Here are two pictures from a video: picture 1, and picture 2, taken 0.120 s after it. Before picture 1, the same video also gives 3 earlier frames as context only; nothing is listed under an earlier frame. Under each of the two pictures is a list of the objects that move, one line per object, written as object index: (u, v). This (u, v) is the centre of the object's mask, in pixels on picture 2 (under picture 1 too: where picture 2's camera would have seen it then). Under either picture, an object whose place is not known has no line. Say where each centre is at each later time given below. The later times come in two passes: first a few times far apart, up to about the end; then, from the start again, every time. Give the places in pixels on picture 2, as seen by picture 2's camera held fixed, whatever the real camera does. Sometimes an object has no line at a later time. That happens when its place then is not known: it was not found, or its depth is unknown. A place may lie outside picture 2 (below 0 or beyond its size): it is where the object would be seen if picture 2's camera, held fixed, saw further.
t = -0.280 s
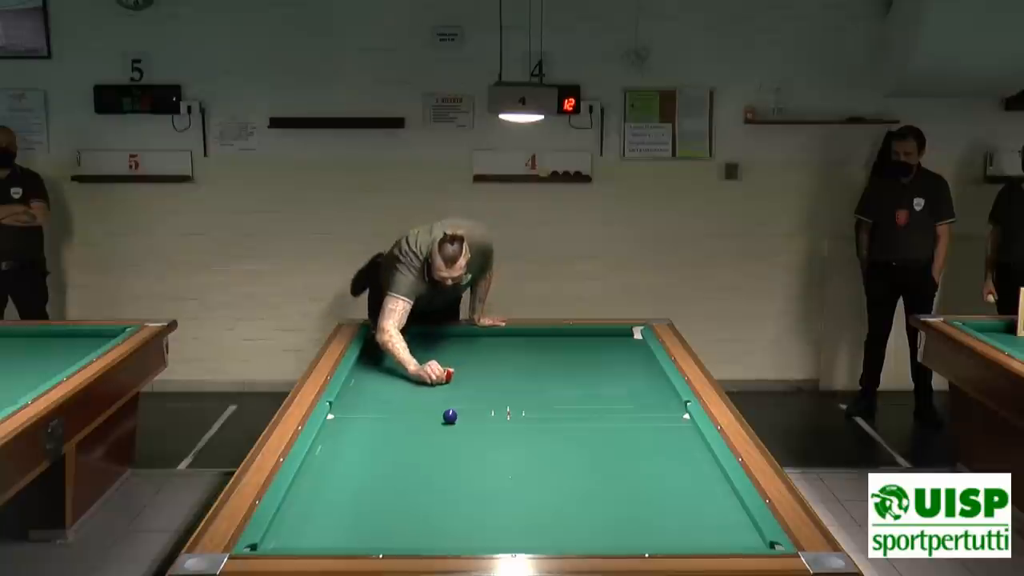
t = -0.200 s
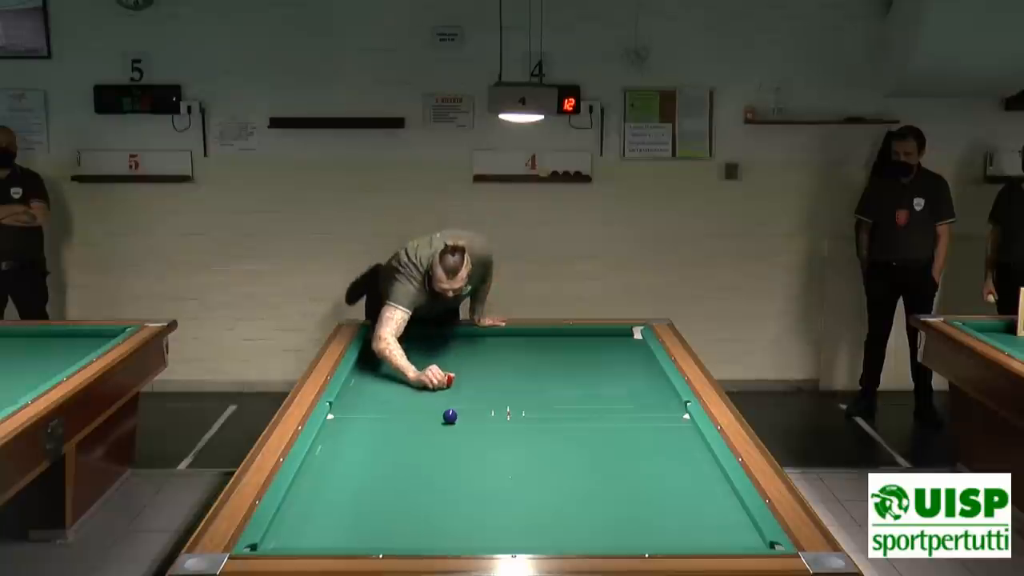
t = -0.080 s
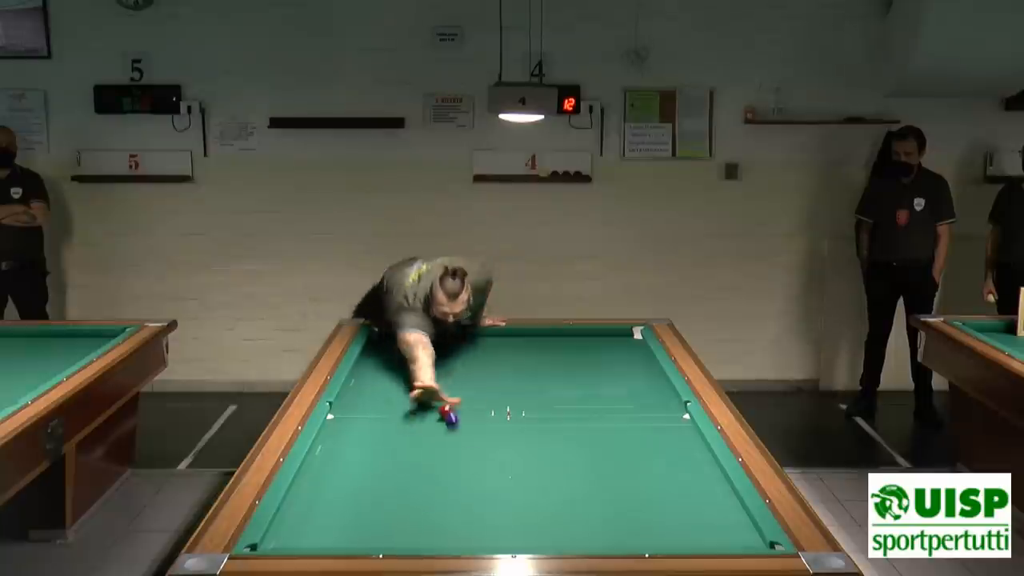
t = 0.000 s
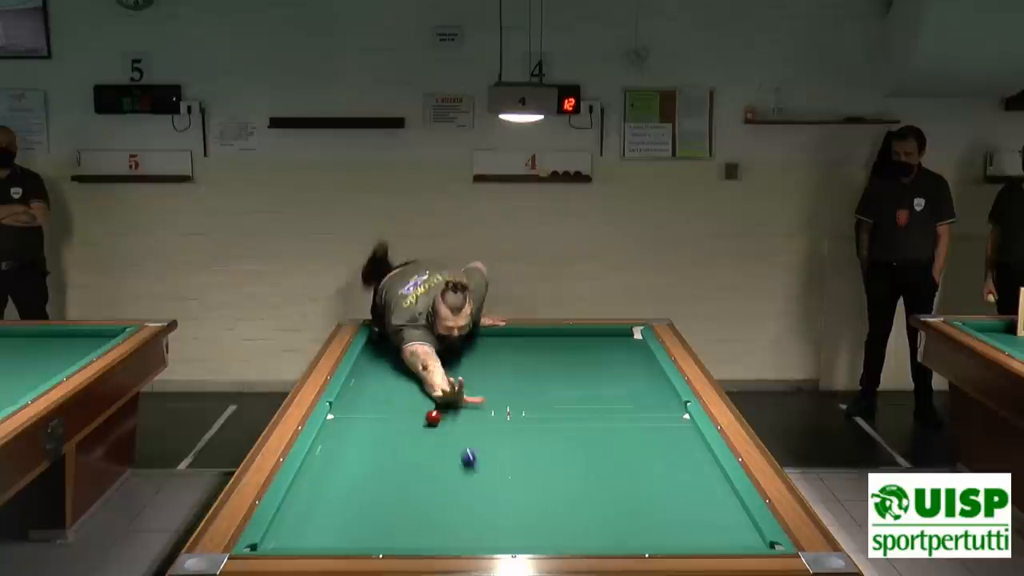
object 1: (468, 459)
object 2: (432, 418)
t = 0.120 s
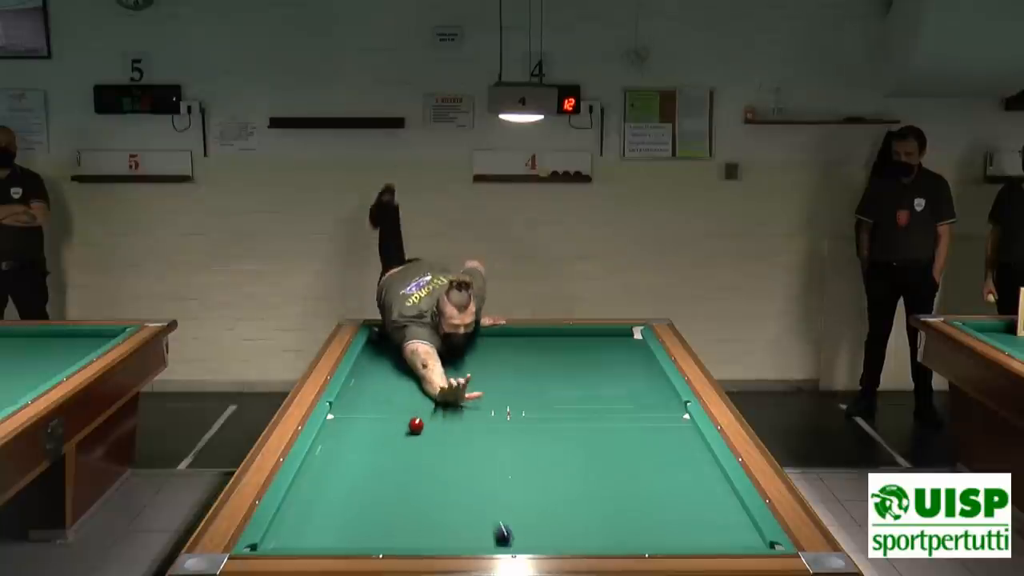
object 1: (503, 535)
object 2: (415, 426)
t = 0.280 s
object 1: (523, 483)
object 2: (395, 435)
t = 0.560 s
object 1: (537, 394)
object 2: (359, 451)
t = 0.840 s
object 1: (545, 344)
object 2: (321, 468)
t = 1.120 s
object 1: (551, 356)
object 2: (312, 484)
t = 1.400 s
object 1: (558, 386)
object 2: (320, 499)
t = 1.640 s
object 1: (564, 416)
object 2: (327, 512)
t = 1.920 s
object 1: (574, 459)
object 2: (336, 529)
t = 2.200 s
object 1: (587, 514)
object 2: (345, 541)
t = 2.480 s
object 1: (591, 532)
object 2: (357, 541)
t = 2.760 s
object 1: (581, 492)
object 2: (370, 536)
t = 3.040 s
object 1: (573, 461)
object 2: (380, 529)
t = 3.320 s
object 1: (567, 436)
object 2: (391, 518)
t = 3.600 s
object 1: (562, 414)
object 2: (400, 511)
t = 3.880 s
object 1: (558, 394)
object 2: (409, 504)
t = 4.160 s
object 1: (554, 378)
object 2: (416, 498)
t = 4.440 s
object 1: (550, 363)
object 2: (423, 492)
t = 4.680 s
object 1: (547, 351)
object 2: (428, 488)
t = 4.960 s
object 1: (544, 339)
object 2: (434, 483)
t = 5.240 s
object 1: (543, 336)
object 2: (439, 479)
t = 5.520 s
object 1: (544, 342)
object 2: (443, 475)
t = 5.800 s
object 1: (545, 349)
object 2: (447, 471)
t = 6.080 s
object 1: (546, 357)
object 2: (450, 468)
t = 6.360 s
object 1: (547, 364)
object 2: (452, 465)
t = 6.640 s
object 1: (549, 371)
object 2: (455, 463)
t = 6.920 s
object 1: (550, 378)
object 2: (456, 461)
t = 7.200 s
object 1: (552, 386)
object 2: (458, 459)
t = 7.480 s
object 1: (553, 394)
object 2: (459, 457)
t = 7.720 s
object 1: (554, 401)
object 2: (460, 456)
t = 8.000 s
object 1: (556, 408)
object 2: (460, 456)
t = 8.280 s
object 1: (558, 416)
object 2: (461, 455)
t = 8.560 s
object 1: (559, 424)
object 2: (461, 455)
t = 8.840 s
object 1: (561, 432)
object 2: (461, 454)
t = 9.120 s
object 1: (562, 441)
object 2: (461, 454)
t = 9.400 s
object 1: (564, 449)
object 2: (461, 454)
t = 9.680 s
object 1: (566, 457)
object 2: (461, 454)
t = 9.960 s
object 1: (567, 465)
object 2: (461, 454)
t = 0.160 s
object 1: (513, 540)
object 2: (410, 428)
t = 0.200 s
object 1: (516, 523)
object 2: (405, 430)
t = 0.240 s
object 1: (520, 502)
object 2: (400, 433)
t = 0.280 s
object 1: (523, 483)
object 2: (395, 435)
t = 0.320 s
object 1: (525, 466)
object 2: (390, 437)
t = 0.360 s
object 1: (528, 452)
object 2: (385, 439)
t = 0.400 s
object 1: (530, 438)
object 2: (380, 441)
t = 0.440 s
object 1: (532, 425)
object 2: (375, 444)
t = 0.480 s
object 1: (534, 414)
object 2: (370, 446)
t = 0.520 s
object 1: (535, 404)
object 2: (364, 448)
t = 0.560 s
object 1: (537, 394)
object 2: (359, 451)
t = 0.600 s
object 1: (538, 385)
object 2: (354, 453)
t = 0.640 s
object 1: (540, 377)
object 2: (349, 455)
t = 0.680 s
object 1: (541, 369)
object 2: (343, 458)
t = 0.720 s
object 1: (542, 362)
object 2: (337, 460)
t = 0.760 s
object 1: (543, 356)
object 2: (332, 463)
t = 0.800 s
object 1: (544, 350)
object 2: (327, 465)
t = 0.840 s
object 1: (545, 344)
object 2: (321, 468)
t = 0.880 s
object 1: (545, 338)
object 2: (315, 470)
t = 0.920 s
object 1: (547, 334)
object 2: (309, 473)
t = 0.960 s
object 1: (547, 338)
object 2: (306, 475)
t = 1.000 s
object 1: (548, 342)
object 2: (308, 478)
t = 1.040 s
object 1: (549, 346)
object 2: (310, 479)
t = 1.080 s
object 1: (550, 351)
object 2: (311, 482)
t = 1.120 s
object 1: (551, 356)
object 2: (312, 484)
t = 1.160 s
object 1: (552, 360)
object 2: (313, 486)
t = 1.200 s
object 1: (553, 364)
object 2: (314, 488)
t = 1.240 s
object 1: (554, 369)
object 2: (315, 490)
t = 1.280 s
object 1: (555, 373)
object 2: (317, 492)
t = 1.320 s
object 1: (556, 377)
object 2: (318, 494)
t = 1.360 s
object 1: (556, 382)
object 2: (319, 497)
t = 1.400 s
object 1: (558, 386)
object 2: (320, 499)
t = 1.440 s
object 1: (559, 391)
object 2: (321, 501)
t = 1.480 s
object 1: (560, 396)
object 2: (323, 503)
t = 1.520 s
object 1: (561, 401)
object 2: (324, 506)
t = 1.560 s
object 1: (562, 406)
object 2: (325, 508)
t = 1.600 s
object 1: (563, 411)
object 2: (326, 510)
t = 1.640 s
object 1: (564, 416)
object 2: (327, 512)
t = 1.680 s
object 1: (566, 422)
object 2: (328, 515)
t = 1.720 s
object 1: (567, 427)
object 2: (330, 517)
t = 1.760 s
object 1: (568, 434)
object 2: (331, 519)
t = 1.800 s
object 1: (570, 440)
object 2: (332, 522)
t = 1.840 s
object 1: (571, 446)
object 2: (333, 524)
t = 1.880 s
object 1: (573, 452)
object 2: (335, 527)
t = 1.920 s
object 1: (574, 459)
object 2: (336, 529)
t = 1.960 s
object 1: (576, 466)
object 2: (337, 531)
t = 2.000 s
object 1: (578, 473)
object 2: (338, 533)
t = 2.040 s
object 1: (579, 481)
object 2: (340, 535)
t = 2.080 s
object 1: (581, 489)
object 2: (341, 537)
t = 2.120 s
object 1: (583, 497)
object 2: (343, 538)
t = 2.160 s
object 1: (585, 506)
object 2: (344, 540)
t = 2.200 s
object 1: (587, 514)
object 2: (345, 541)
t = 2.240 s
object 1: (589, 524)
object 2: (347, 542)
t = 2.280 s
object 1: (591, 533)
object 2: (348, 543)
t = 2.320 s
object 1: (593, 539)
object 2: (349, 544)
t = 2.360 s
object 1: (595, 544)
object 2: (351, 543)
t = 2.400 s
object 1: (594, 541)
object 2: (354, 543)
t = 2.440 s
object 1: (592, 537)
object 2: (356, 542)
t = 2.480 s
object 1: (591, 532)
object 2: (357, 541)
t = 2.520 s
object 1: (589, 525)
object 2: (359, 541)
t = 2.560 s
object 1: (587, 519)
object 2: (361, 540)
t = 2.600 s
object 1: (586, 512)
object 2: (363, 539)
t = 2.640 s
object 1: (585, 506)
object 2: (365, 538)
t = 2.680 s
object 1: (583, 501)
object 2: (366, 537)
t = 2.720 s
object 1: (582, 496)
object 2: (368, 537)
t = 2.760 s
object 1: (581, 492)
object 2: (370, 536)
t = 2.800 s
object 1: (580, 486)
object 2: (371, 535)
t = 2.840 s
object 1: (579, 482)
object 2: (372, 535)
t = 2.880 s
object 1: (578, 478)
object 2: (374, 534)
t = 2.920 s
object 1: (577, 473)
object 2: (375, 533)
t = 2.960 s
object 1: (576, 469)
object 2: (377, 532)
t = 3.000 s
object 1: (574, 465)
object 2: (378, 530)
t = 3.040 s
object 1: (573, 461)
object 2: (380, 529)
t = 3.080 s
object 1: (573, 457)
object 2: (381, 528)
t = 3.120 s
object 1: (572, 453)
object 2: (383, 526)
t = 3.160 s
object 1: (571, 450)
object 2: (386, 524)
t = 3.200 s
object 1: (570, 446)
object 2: (387, 523)
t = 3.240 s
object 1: (569, 442)
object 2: (388, 521)
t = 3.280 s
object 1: (568, 439)
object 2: (390, 520)
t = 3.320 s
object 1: (567, 436)
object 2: (391, 518)
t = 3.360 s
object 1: (567, 432)
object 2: (392, 517)
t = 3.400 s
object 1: (566, 429)
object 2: (394, 516)
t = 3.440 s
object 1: (565, 426)
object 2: (395, 515)
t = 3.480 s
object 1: (565, 423)
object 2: (396, 514)
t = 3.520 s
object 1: (564, 420)
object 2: (398, 513)
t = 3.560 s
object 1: (563, 417)
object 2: (399, 511)
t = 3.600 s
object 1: (562, 414)
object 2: (400, 511)
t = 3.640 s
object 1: (562, 411)
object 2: (402, 510)
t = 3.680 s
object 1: (561, 408)
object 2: (403, 508)
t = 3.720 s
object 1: (561, 405)
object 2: (404, 508)
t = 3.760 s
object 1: (560, 402)
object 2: (405, 507)
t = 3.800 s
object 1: (559, 400)
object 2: (406, 505)
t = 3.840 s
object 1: (559, 397)
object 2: (408, 504)
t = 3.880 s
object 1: (558, 394)
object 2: (409, 504)
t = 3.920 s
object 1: (557, 392)
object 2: (410, 503)
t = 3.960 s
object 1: (557, 389)
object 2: (411, 502)
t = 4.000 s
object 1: (556, 387)
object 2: (412, 501)
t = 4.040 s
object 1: (556, 384)
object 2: (413, 500)
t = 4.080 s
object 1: (555, 382)
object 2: (414, 499)
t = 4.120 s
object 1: (555, 380)
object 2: (415, 498)
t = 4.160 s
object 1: (554, 378)
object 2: (416, 498)
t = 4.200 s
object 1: (554, 375)
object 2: (417, 497)
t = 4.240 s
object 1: (553, 373)
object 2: (418, 496)
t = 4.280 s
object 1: (553, 371)
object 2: (419, 495)
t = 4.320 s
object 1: (552, 369)
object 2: (420, 494)
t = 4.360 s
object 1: (551, 367)
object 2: (421, 494)
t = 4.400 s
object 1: (551, 365)
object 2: (422, 493)
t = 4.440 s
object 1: (550, 363)
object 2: (423, 492)
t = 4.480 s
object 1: (550, 361)
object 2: (424, 491)
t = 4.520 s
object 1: (549, 359)
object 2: (425, 491)
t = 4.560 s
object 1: (549, 357)
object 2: (425, 490)
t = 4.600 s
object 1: (548, 355)
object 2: (426, 489)
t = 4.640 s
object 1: (548, 353)
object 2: (427, 488)
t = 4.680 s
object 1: (547, 351)
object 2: (428, 488)
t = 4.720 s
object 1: (547, 350)
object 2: (429, 487)
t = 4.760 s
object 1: (546, 348)
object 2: (430, 486)
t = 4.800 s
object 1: (546, 346)
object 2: (431, 486)
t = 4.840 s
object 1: (546, 345)
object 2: (431, 485)
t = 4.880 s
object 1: (545, 342)
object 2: (432, 484)
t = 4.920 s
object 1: (545, 341)
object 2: (433, 484)
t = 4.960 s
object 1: (544, 339)
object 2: (434, 483)
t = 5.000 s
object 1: (544, 338)
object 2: (435, 483)
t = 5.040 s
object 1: (543, 336)
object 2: (435, 482)
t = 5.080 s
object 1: (543, 335)
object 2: (436, 481)
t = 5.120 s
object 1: (543, 334)
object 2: (437, 481)
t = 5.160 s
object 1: (543, 335)
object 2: (437, 480)
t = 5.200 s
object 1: (543, 336)
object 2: (438, 479)
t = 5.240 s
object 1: (543, 336)
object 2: (439, 479)
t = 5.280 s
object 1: (543, 337)
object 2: (439, 478)
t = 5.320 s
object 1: (543, 338)
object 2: (440, 477)
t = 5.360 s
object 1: (543, 339)
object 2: (441, 477)
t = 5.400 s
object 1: (543, 339)
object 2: (441, 476)
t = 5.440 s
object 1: (543, 340)
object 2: (442, 476)
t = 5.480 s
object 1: (543, 341)
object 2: (442, 475)
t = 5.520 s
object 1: (544, 342)
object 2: (443, 475)
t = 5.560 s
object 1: (544, 343)
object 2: (444, 474)
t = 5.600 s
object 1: (544, 345)
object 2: (444, 474)
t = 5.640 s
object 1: (544, 346)
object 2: (445, 473)
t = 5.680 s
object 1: (544, 347)
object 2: (445, 473)
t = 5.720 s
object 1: (544, 348)
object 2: (446, 472)
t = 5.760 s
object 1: (545, 349)
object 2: (446, 472)
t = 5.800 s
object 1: (545, 349)
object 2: (447, 471)
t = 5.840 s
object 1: (545, 351)
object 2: (447, 471)
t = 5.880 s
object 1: (545, 352)
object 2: (448, 470)
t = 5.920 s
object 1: (545, 353)
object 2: (448, 470)
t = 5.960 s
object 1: (545, 354)
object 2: (449, 469)
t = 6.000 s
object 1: (545, 355)
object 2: (449, 469)
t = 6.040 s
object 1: (546, 356)
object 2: (450, 469)
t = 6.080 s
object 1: (546, 357)
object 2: (450, 468)
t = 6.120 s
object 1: (546, 358)
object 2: (450, 468)
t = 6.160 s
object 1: (546, 359)
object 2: (451, 467)
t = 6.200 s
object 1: (546, 360)
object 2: (451, 467)
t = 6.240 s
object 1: (547, 361)
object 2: (451, 466)
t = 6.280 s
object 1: (547, 362)
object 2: (452, 466)
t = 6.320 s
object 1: (547, 363)
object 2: (452, 466)
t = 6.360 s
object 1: (547, 364)
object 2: (452, 465)
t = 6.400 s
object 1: (547, 365)
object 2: (453, 465)
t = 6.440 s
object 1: (548, 366)
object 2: (453, 465)
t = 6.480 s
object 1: (548, 367)
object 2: (454, 464)
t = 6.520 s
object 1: (548, 368)
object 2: (454, 464)
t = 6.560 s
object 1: (548, 369)
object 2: (454, 464)
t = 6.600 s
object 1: (548, 370)
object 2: (454, 463)
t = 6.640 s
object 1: (549, 371)
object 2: (455, 463)
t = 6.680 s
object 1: (549, 372)
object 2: (455, 462)
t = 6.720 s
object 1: (549, 373)
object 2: (455, 462)
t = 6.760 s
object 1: (549, 374)
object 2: (456, 462)
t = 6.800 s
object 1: (549, 375)
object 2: (456, 462)
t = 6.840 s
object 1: (550, 377)
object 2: (456, 461)
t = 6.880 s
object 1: (550, 378)
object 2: (456, 461)
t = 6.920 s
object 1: (550, 378)
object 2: (456, 461)
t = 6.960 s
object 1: (550, 379)
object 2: (457, 460)
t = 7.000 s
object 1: (550, 381)
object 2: (457, 460)
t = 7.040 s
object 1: (551, 381)
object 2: (457, 460)
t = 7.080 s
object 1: (551, 383)
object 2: (457, 460)
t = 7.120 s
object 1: (551, 384)
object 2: (458, 459)
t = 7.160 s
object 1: (551, 385)
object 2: (458, 459)
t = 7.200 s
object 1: (552, 386)
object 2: (458, 459)
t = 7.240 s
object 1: (552, 387)
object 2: (458, 459)
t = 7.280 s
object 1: (552, 388)
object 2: (458, 459)
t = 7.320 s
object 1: (552, 389)
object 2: (458, 458)
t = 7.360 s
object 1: (553, 391)
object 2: (458, 458)
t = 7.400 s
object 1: (553, 392)
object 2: (459, 458)
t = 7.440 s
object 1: (553, 393)
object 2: (459, 458)
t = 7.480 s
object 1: (553, 394)
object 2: (459, 457)
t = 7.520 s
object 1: (553, 395)
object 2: (459, 457)
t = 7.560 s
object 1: (554, 396)
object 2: (459, 457)
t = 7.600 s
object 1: (554, 397)
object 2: (459, 457)
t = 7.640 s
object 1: (554, 398)
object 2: (459, 457)
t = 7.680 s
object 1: (554, 399)
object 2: (460, 457)
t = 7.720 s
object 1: (554, 401)
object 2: (460, 456)
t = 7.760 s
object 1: (555, 401)
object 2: (460, 456)
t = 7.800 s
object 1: (555, 402)
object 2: (460, 456)
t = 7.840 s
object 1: (555, 404)
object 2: (460, 456)
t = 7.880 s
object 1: (555, 405)
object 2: (460, 456)
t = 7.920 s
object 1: (556, 406)
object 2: (460, 456)
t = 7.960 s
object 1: (556, 407)
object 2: (460, 456)
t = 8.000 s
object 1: (556, 408)
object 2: (460, 456)
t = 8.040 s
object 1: (556, 409)
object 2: (460, 456)
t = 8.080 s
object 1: (557, 411)
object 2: (461, 456)
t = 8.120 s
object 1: (557, 412)
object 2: (461, 456)
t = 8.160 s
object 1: (557, 413)
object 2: (461, 456)
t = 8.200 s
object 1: (557, 414)
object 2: (461, 455)
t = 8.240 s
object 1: (558, 415)
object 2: (461, 455)
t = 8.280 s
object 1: (558, 416)
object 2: (461, 455)
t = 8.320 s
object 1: (558, 417)
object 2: (461, 455)
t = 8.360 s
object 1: (558, 419)
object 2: (461, 455)
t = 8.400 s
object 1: (558, 419)
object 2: (461, 455)
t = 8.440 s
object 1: (559, 421)
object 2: (461, 455)
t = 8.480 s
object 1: (559, 422)
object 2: (461, 455)
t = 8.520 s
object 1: (559, 423)
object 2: (461, 455)
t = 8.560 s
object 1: (559, 424)
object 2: (461, 455)
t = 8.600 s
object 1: (560, 425)
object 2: (461, 454)
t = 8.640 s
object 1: (560, 426)
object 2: (461, 454)
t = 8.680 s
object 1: (560, 428)
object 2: (461, 454)
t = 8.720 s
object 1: (560, 429)
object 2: (461, 454)
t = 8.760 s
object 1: (561, 430)
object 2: (461, 454)
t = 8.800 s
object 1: (561, 431)
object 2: (461, 454)
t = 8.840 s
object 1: (561, 432)
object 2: (461, 454)
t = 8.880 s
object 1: (561, 434)
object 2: (461, 454)
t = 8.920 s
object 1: (561, 435)
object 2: (461, 454)
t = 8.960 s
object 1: (562, 436)
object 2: (461, 454)
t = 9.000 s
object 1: (562, 437)
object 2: (461, 454)
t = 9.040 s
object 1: (562, 438)
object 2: (461, 454)
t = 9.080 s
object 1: (562, 439)
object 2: (461, 454)
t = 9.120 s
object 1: (562, 441)
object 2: (461, 454)
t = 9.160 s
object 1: (563, 442)
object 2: (461, 454)
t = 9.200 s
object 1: (563, 443)
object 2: (461, 454)
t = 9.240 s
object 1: (563, 444)
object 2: (461, 454)
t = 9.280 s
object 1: (563, 445)
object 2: (461, 454)
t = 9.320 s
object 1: (564, 447)
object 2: (461, 454)
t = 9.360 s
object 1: (564, 447)
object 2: (461, 454)
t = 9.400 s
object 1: (564, 449)
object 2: (461, 454)
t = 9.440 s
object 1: (564, 450)
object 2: (461, 454)
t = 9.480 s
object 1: (564, 451)
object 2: (461, 454)
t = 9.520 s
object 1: (565, 452)
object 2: (461, 454)
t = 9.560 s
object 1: (565, 453)
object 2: (461, 454)
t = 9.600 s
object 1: (565, 454)
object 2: (461, 454)
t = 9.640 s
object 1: (565, 455)
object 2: (461, 454)
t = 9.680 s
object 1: (566, 457)
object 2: (461, 454)
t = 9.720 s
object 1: (566, 458)
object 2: (461, 454)
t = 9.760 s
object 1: (566, 459)
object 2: (461, 454)
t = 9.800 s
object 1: (566, 460)
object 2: (461, 454)
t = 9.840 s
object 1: (567, 461)
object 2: (461, 454)
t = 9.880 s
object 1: (567, 463)
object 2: (461, 454)
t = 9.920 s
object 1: (567, 464)
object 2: (461, 454)
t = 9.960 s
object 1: (567, 465)
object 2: (461, 454)
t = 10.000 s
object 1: (568, 466)
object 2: (461, 454)
